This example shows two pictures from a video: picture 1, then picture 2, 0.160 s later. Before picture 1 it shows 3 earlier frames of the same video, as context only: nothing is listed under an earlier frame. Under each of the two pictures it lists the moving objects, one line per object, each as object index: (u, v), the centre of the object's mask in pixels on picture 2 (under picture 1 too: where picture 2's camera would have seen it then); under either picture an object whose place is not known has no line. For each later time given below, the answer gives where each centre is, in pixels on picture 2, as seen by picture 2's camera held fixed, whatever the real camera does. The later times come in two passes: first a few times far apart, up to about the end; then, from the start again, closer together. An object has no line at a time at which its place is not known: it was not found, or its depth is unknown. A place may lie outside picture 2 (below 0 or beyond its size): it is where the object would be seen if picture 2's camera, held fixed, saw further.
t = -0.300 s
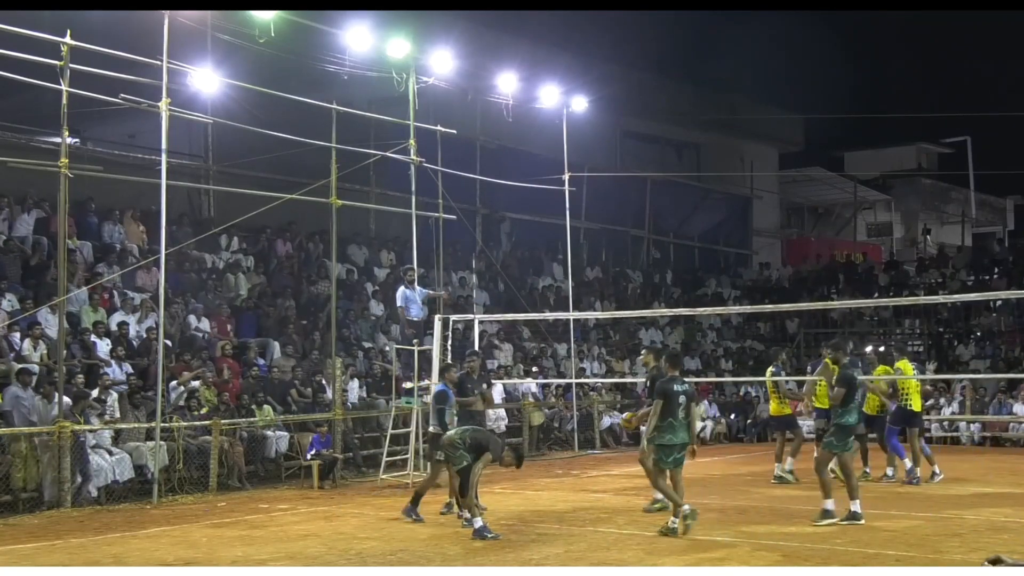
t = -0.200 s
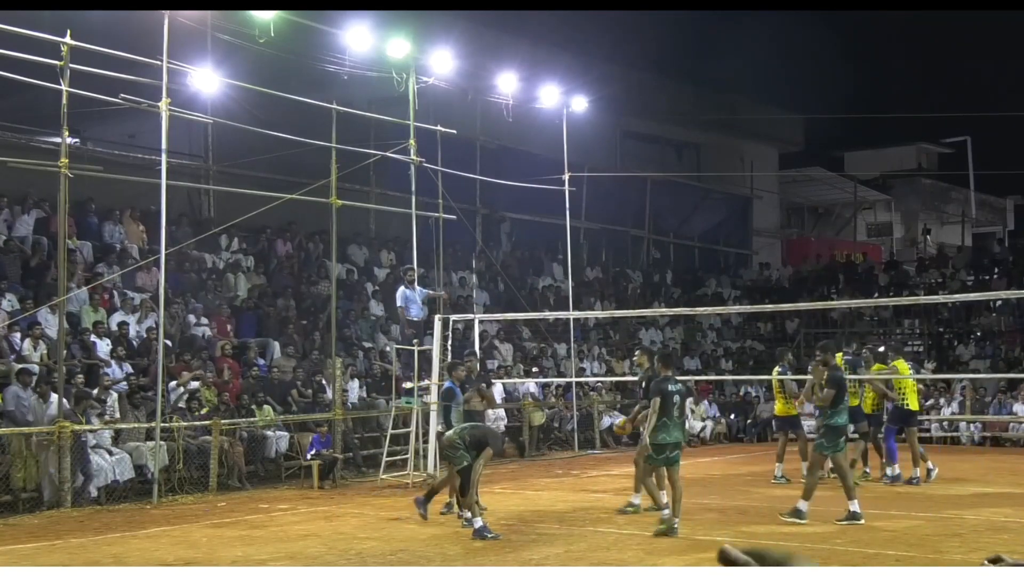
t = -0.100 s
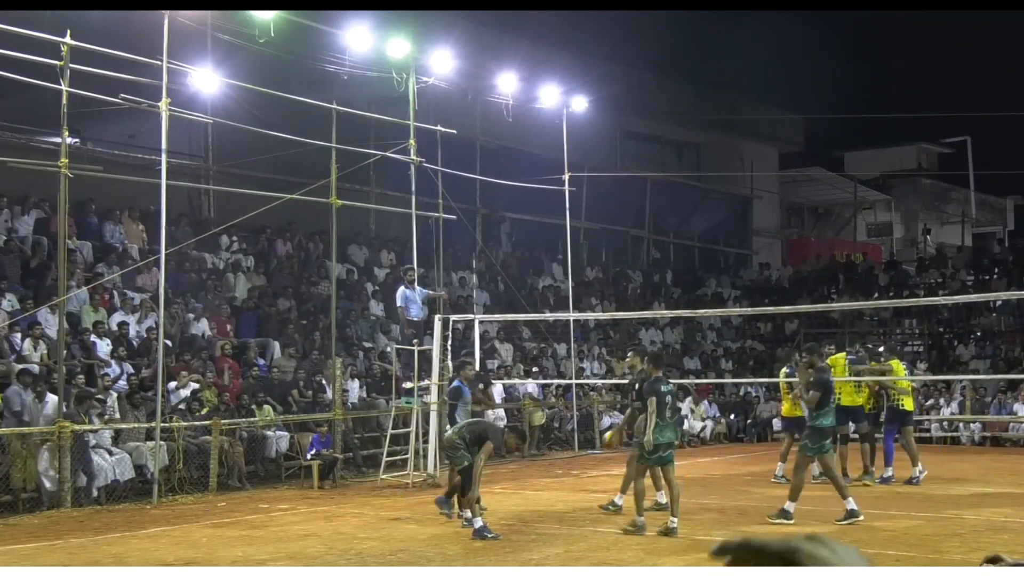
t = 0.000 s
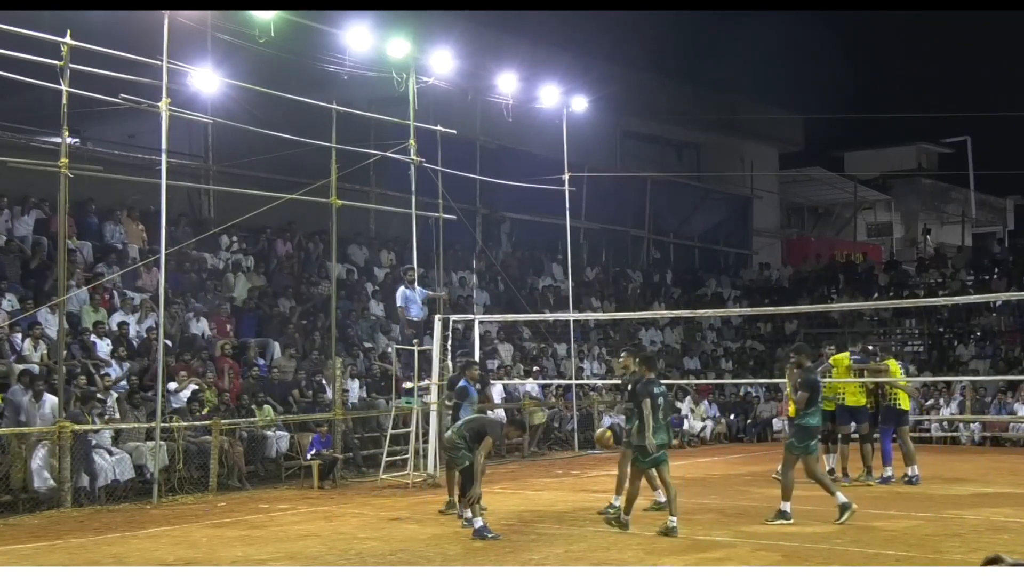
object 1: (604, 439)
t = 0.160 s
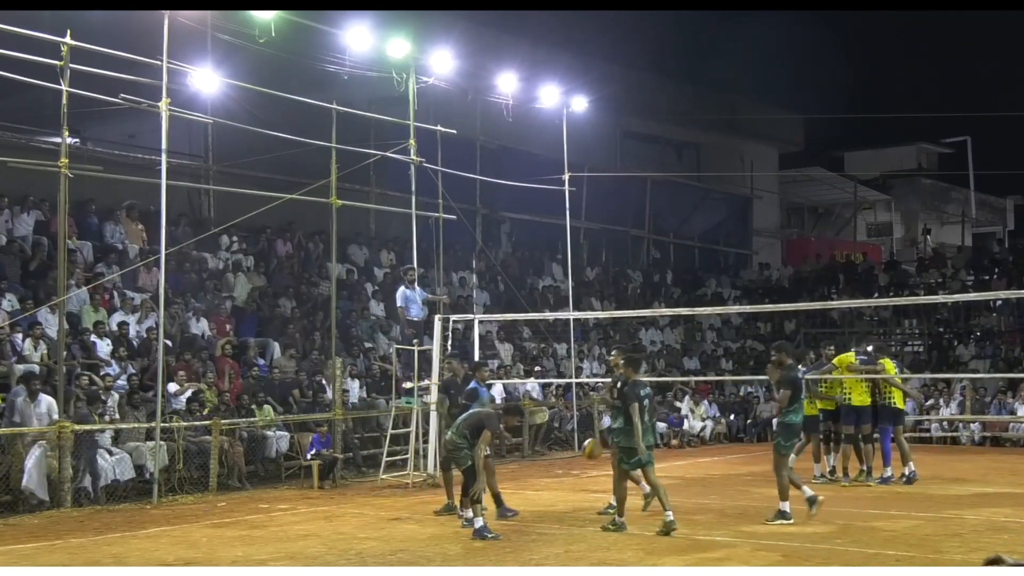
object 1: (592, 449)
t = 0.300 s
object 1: (580, 483)
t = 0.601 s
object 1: (553, 520)
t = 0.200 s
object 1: (589, 456)
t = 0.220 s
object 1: (587, 460)
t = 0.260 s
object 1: (583, 470)
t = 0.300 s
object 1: (580, 483)
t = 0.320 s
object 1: (578, 491)
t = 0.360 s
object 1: (573, 509)
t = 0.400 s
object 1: (570, 534)
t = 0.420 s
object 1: (569, 540)
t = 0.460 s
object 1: (565, 552)
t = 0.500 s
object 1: (561, 542)
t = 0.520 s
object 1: (560, 537)
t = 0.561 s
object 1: (557, 527)
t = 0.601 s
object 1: (553, 520)
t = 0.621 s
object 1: (552, 517)
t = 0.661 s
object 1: (548, 514)
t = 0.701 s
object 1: (544, 509)
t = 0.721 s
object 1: (542, 509)
